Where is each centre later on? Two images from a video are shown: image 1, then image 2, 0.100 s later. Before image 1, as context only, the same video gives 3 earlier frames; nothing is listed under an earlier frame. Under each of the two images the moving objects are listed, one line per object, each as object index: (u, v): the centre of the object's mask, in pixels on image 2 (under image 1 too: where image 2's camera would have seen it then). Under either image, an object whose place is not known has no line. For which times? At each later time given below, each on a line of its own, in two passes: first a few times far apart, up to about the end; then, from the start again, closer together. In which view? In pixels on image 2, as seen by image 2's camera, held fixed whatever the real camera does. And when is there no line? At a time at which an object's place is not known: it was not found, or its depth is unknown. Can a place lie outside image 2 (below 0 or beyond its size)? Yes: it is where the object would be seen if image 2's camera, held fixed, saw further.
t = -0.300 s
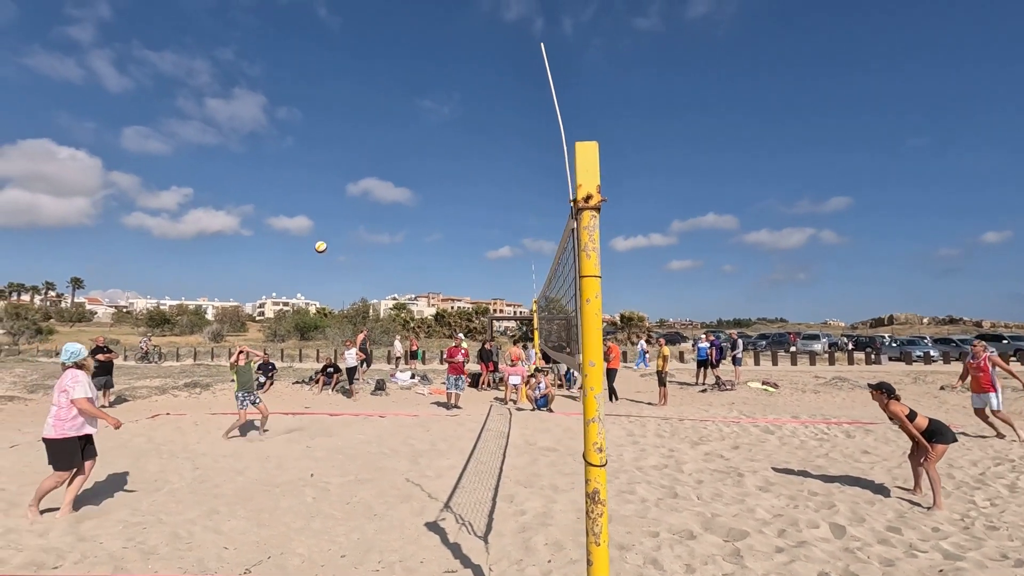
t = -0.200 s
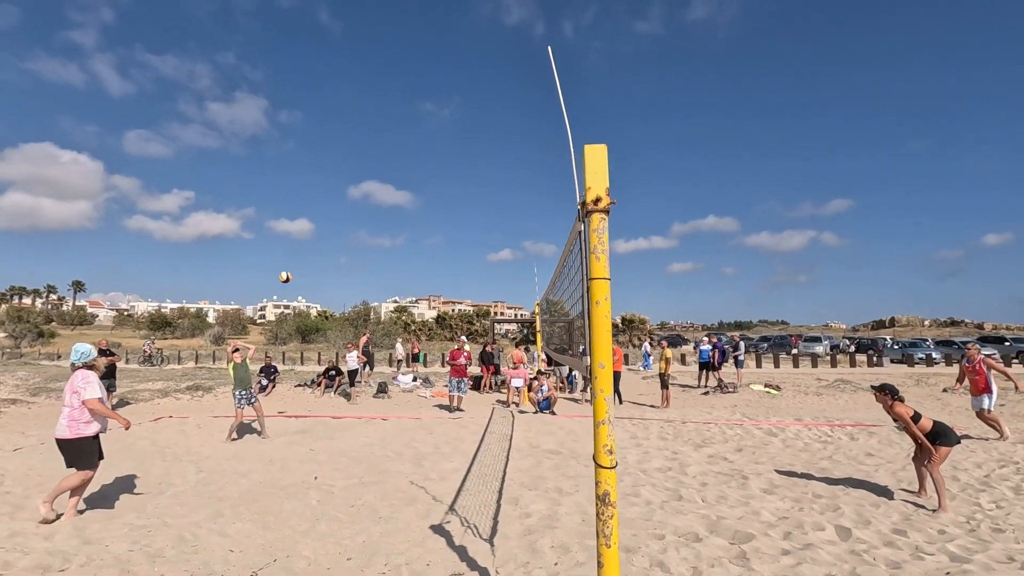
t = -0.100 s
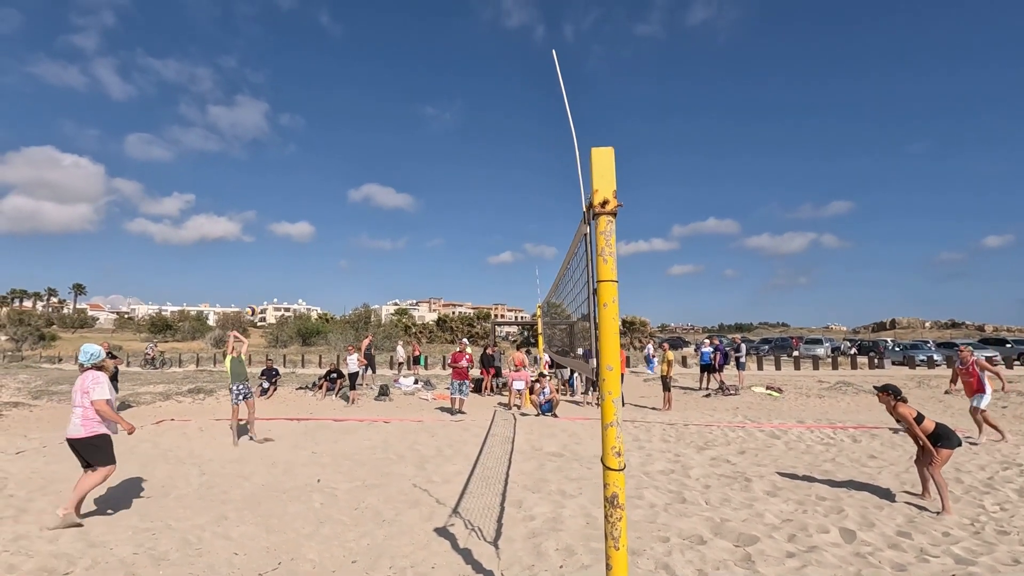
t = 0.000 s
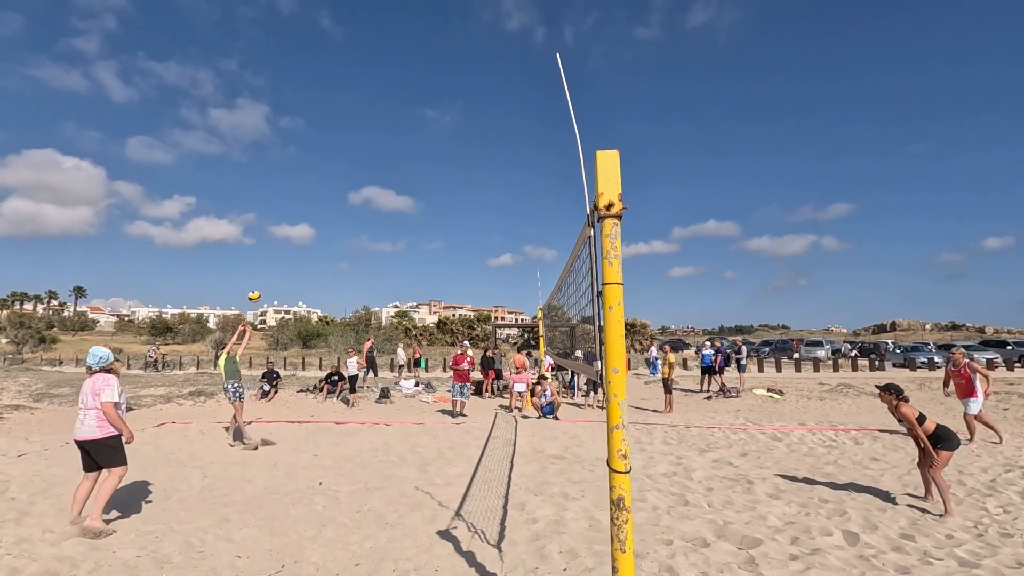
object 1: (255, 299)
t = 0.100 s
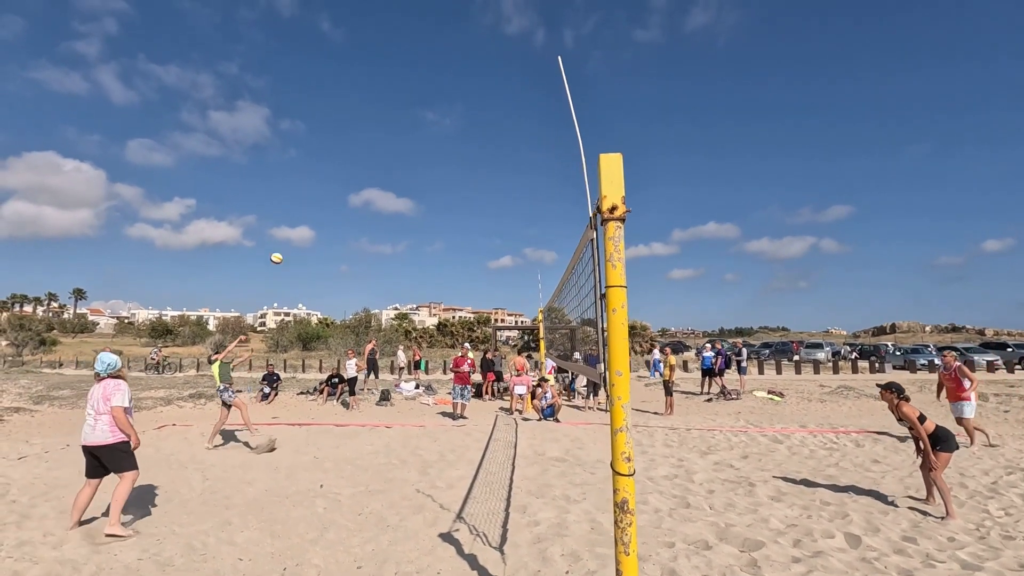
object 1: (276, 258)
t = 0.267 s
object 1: (310, 204)
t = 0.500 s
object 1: (355, 154)
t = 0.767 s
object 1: (406, 134)
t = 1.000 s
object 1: (450, 148)
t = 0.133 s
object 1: (283, 246)
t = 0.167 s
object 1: (290, 235)
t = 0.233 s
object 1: (303, 214)
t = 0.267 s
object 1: (310, 204)
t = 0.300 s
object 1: (316, 196)
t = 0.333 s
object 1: (323, 187)
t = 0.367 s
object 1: (329, 179)
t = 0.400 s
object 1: (335, 173)
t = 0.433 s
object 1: (342, 166)
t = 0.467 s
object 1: (349, 160)
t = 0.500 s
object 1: (355, 154)
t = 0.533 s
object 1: (361, 150)
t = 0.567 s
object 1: (368, 146)
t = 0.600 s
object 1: (374, 142)
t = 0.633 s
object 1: (380, 140)
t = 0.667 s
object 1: (387, 138)
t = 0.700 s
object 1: (393, 136)
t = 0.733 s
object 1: (400, 135)
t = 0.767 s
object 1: (406, 134)
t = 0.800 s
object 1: (412, 135)
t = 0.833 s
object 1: (419, 136)
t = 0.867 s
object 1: (425, 137)
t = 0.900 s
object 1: (431, 139)
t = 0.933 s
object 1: (438, 141)
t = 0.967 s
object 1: (444, 144)
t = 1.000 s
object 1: (450, 148)
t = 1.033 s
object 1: (457, 152)
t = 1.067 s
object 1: (463, 156)
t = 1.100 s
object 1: (469, 161)
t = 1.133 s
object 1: (475, 167)
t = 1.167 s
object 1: (481, 173)
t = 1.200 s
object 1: (489, 180)
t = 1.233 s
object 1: (496, 187)
